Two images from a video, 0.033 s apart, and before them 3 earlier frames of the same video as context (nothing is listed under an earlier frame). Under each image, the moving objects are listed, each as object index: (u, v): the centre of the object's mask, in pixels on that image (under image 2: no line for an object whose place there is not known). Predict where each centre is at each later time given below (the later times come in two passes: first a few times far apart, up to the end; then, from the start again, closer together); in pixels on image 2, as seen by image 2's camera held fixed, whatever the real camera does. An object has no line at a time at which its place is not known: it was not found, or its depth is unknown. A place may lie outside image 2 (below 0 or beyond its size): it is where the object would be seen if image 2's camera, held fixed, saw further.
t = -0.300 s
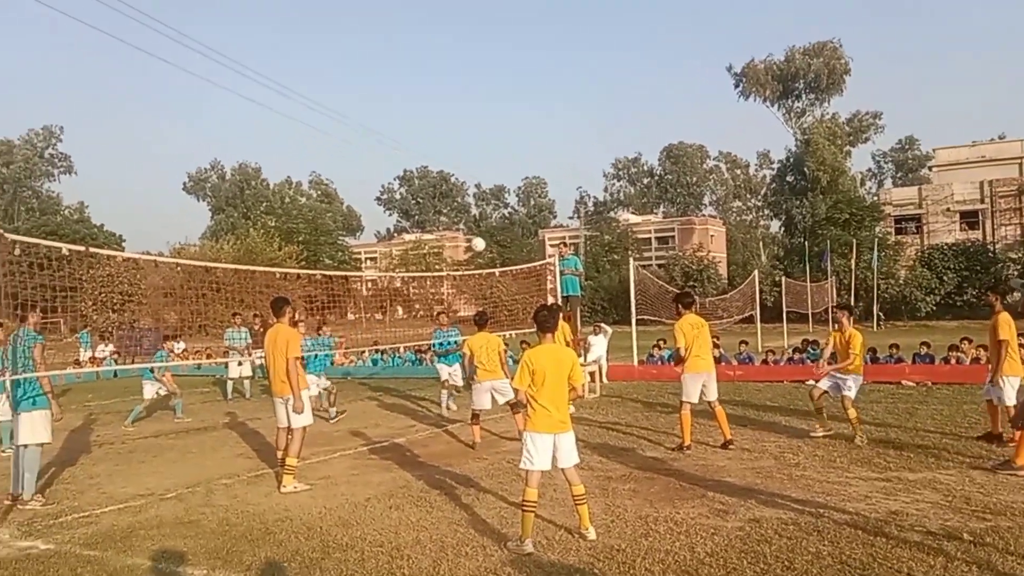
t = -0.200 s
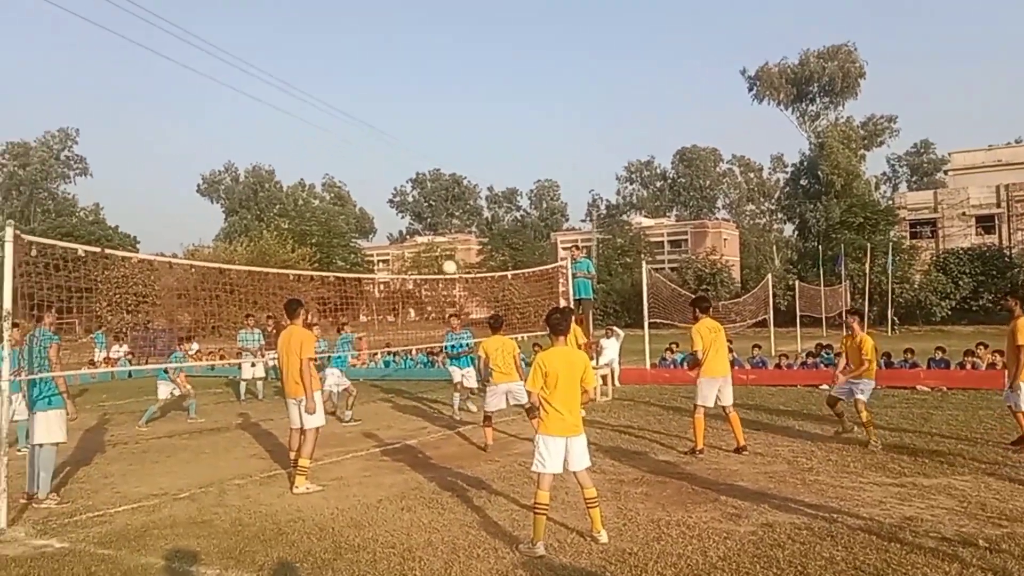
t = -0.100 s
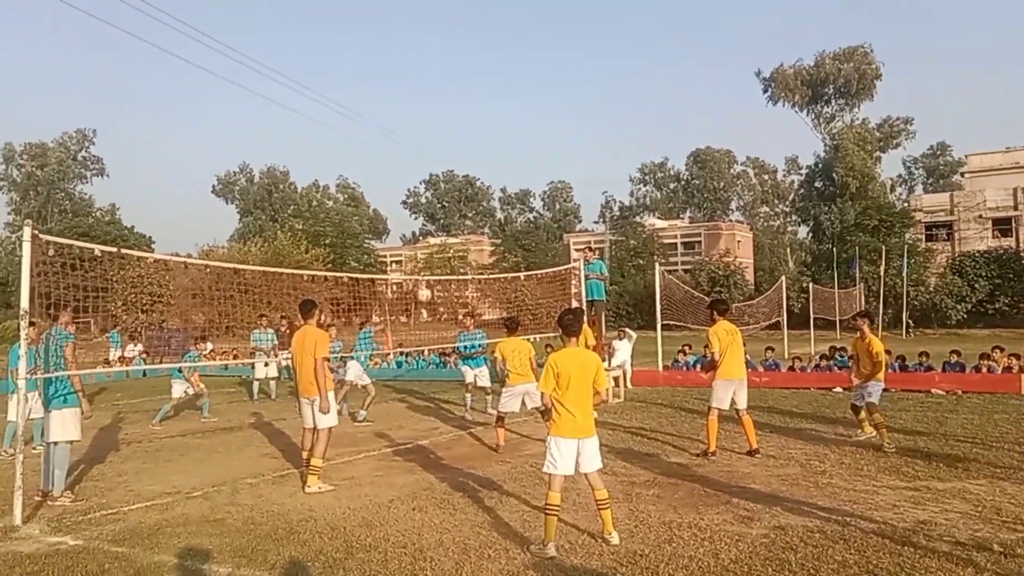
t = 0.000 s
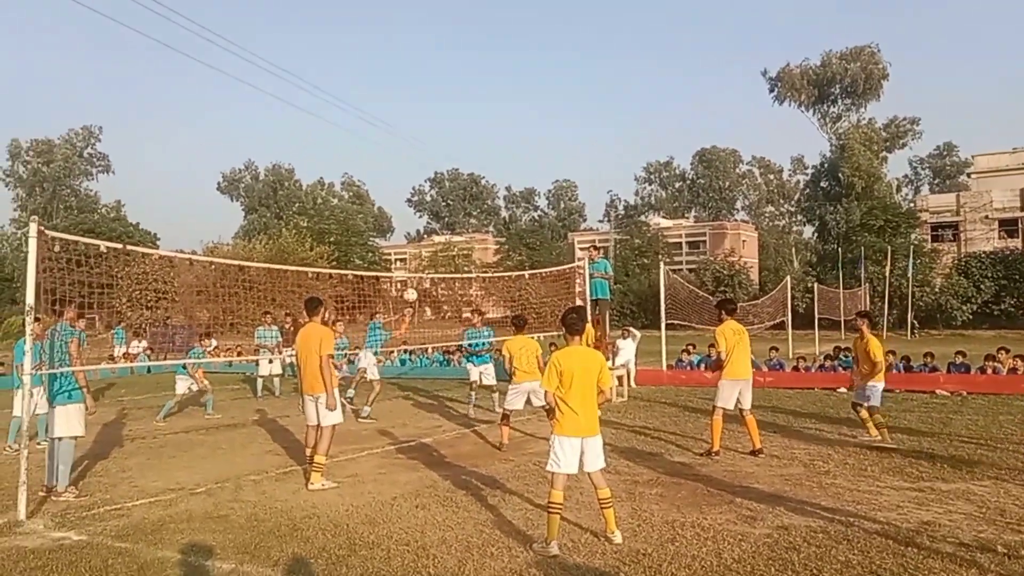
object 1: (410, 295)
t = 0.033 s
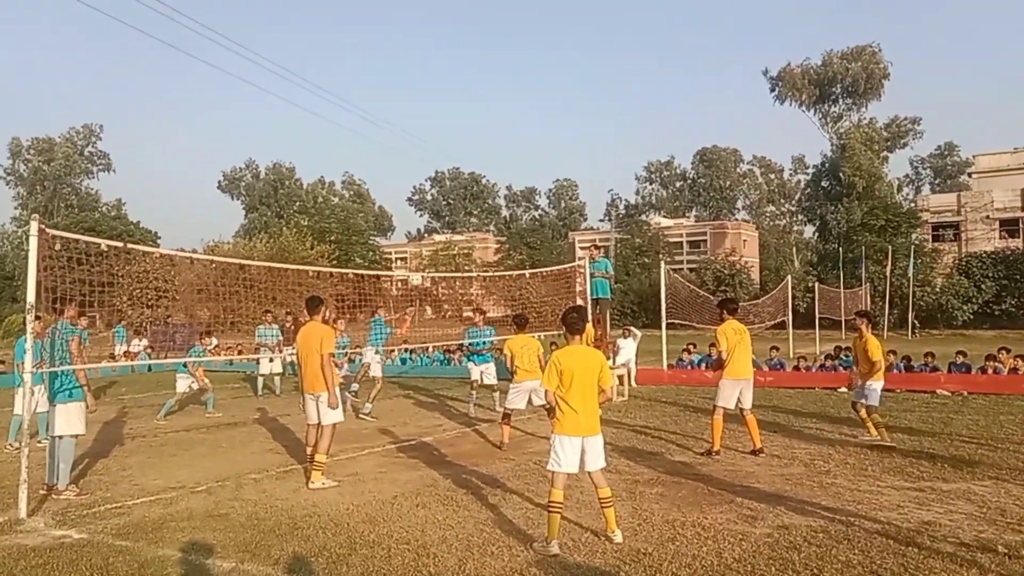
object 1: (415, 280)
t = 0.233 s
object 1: (444, 201)
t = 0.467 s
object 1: (480, 137)
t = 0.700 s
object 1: (521, 106)
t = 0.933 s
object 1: (569, 117)
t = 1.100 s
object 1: (606, 157)
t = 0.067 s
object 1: (420, 264)
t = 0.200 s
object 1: (439, 213)
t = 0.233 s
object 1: (444, 201)
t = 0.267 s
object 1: (449, 191)
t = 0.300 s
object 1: (454, 180)
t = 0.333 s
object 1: (460, 170)
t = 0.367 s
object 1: (464, 161)
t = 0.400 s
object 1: (469, 152)
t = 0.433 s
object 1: (474, 144)
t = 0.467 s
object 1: (480, 137)
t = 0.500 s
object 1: (485, 130)
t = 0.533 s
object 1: (491, 124)
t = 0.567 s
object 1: (498, 119)
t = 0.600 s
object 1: (503, 115)
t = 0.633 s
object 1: (509, 111)
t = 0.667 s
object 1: (515, 108)
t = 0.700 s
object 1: (521, 106)
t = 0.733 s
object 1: (528, 105)
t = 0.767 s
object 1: (534, 104)
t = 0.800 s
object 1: (541, 105)
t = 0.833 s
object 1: (547, 106)
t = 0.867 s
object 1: (554, 108)
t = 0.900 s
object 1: (561, 112)
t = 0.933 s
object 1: (569, 117)
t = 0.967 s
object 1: (577, 123)
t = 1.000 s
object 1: (584, 129)
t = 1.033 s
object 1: (591, 137)
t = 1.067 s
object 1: (599, 147)
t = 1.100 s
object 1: (606, 157)
